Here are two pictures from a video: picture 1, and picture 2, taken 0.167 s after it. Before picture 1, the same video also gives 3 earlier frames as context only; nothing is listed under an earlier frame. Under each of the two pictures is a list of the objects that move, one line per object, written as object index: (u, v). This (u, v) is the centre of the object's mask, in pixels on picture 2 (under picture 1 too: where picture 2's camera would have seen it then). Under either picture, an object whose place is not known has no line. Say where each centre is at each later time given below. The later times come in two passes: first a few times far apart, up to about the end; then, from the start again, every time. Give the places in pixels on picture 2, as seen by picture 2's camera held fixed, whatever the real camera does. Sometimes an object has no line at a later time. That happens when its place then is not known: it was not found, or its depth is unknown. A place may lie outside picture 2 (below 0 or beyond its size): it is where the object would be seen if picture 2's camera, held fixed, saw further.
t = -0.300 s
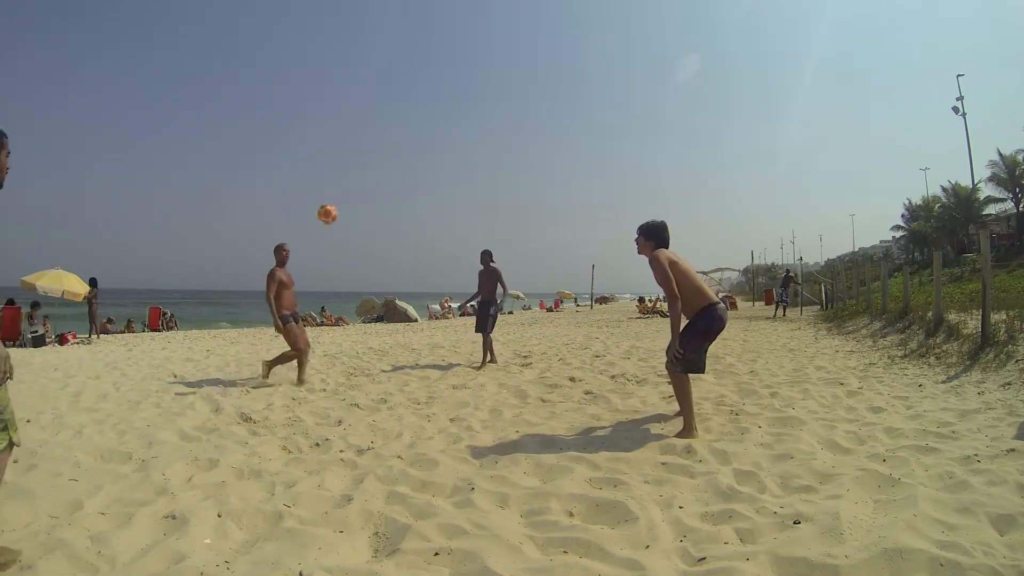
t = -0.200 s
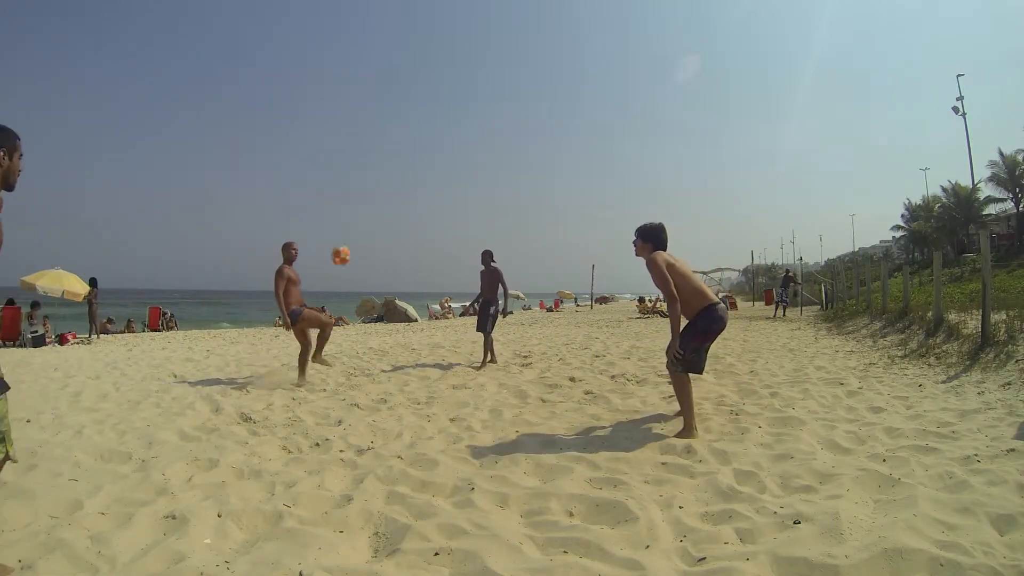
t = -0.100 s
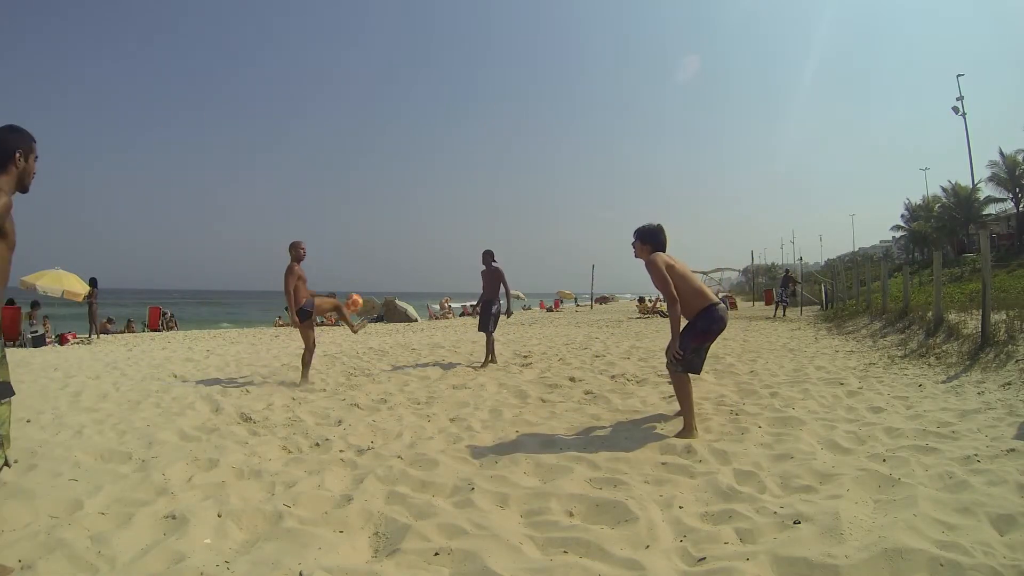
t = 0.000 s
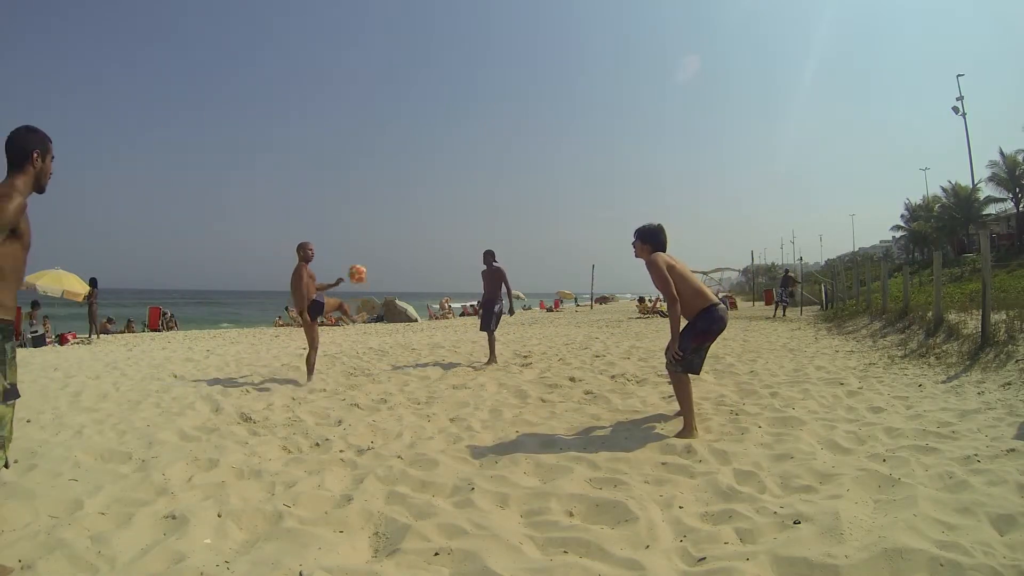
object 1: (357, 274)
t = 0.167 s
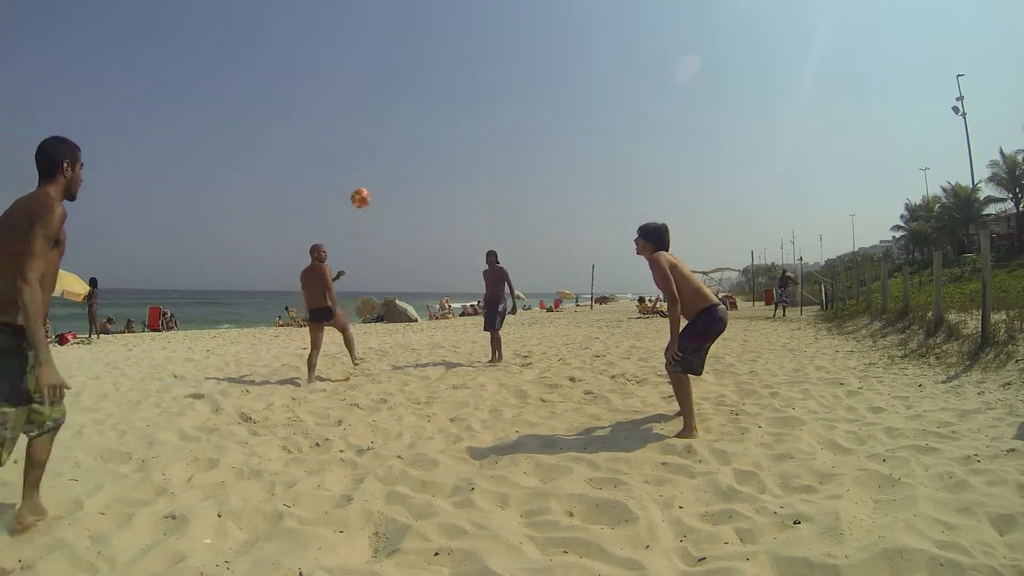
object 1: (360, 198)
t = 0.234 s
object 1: (362, 172)
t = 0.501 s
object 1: (367, 97)
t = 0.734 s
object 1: (367, 79)
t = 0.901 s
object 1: (361, 107)
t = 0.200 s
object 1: (361, 185)
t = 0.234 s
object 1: (362, 172)
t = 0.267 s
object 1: (362, 160)
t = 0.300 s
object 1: (363, 148)
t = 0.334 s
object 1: (364, 138)
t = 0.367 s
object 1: (365, 128)
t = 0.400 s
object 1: (366, 119)
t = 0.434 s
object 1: (366, 111)
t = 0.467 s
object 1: (367, 104)
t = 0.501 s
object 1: (367, 97)
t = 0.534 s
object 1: (368, 91)
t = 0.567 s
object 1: (368, 87)
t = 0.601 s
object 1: (368, 83)
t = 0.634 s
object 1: (368, 81)
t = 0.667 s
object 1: (367, 79)
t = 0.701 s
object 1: (367, 79)
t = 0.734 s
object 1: (367, 79)
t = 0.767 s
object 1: (366, 81)
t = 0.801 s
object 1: (365, 84)
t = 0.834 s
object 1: (364, 89)
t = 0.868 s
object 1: (362, 96)
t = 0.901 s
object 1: (361, 107)
